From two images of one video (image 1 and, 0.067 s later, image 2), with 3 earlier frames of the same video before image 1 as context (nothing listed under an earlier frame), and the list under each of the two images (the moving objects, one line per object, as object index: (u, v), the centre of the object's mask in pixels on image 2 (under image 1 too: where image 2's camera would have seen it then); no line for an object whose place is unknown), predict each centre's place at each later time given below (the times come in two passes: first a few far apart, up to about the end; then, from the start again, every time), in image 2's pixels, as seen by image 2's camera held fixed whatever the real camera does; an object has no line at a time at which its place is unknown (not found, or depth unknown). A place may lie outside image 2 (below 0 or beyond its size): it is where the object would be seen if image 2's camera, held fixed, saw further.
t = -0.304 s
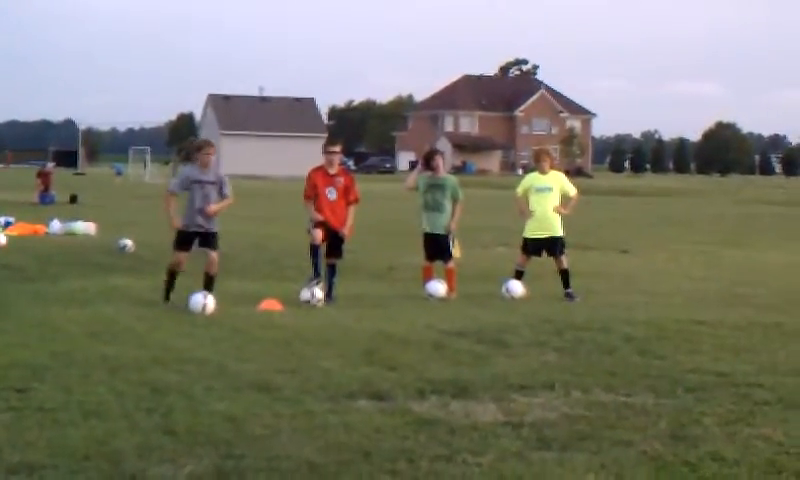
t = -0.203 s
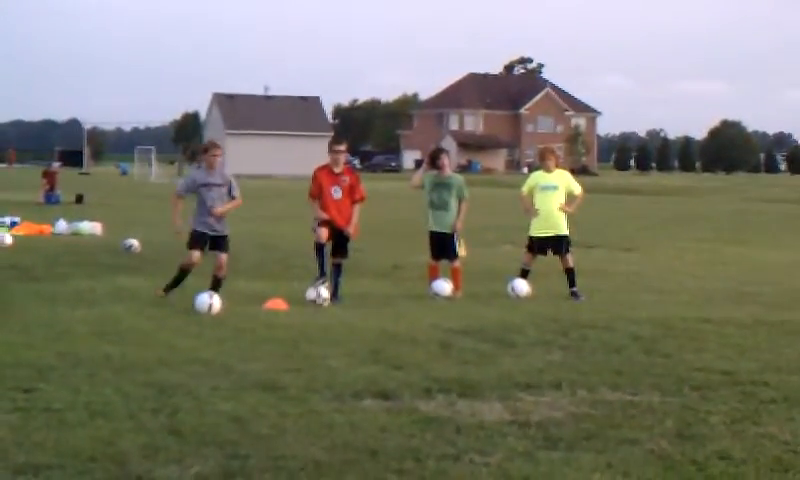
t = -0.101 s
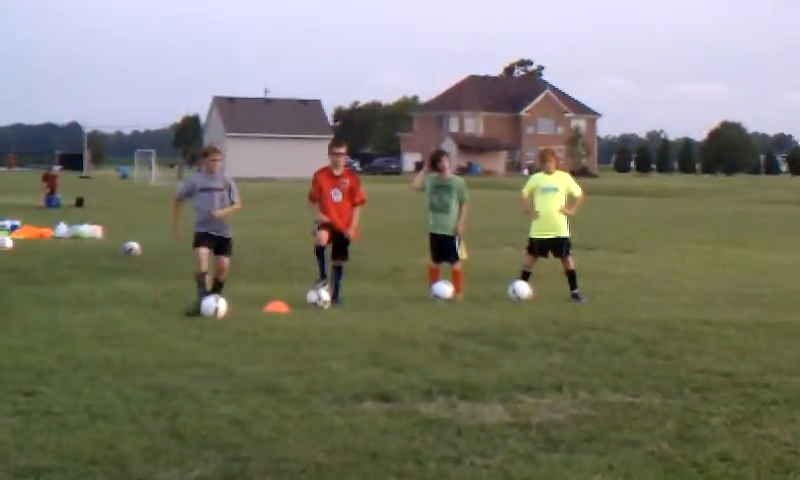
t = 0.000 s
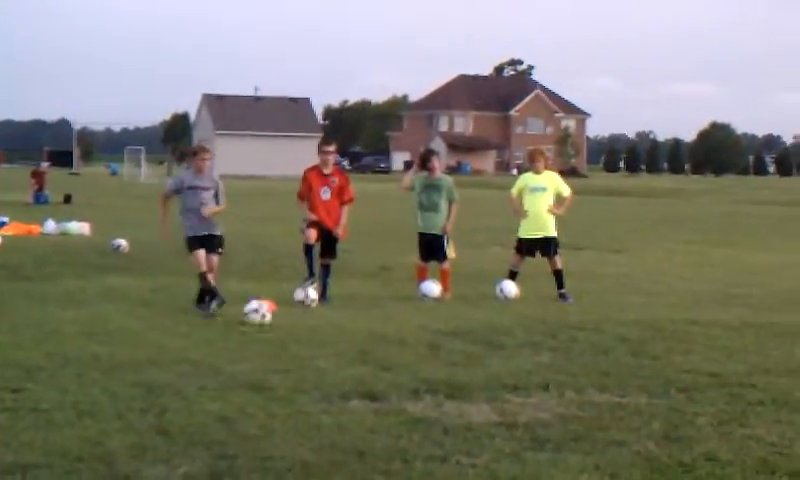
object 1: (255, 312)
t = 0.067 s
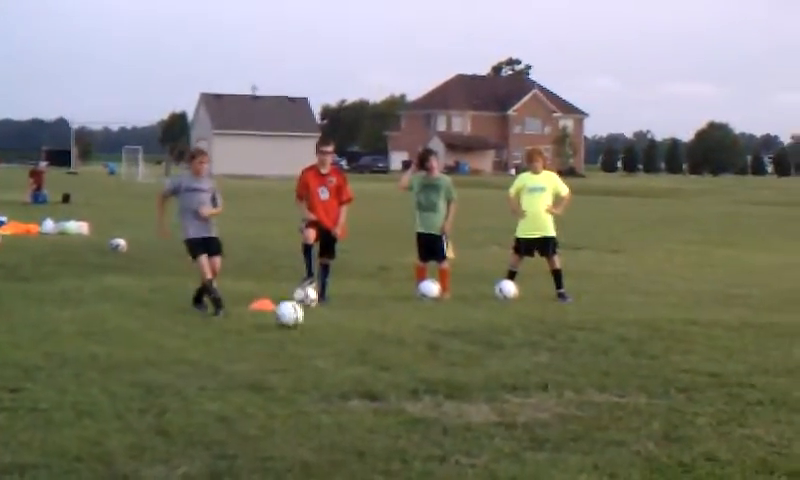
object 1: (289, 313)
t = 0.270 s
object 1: (382, 321)
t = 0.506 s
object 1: (483, 333)
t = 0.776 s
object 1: (608, 364)
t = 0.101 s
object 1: (305, 315)
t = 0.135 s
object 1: (321, 318)
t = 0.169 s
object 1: (338, 322)
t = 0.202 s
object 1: (355, 325)
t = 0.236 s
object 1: (368, 322)
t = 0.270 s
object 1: (382, 321)
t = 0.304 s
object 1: (396, 322)
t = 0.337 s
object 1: (411, 325)
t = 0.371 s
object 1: (425, 330)
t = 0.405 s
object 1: (439, 335)
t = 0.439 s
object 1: (453, 340)
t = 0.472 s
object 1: (468, 339)
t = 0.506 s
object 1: (483, 333)
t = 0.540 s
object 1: (497, 333)
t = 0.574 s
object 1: (513, 333)
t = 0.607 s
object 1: (528, 333)
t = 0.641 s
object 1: (544, 336)
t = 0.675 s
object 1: (560, 342)
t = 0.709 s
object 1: (576, 346)
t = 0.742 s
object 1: (592, 355)
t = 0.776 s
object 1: (608, 364)
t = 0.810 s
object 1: (624, 361)
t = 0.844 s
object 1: (642, 357)
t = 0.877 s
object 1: (658, 355)
